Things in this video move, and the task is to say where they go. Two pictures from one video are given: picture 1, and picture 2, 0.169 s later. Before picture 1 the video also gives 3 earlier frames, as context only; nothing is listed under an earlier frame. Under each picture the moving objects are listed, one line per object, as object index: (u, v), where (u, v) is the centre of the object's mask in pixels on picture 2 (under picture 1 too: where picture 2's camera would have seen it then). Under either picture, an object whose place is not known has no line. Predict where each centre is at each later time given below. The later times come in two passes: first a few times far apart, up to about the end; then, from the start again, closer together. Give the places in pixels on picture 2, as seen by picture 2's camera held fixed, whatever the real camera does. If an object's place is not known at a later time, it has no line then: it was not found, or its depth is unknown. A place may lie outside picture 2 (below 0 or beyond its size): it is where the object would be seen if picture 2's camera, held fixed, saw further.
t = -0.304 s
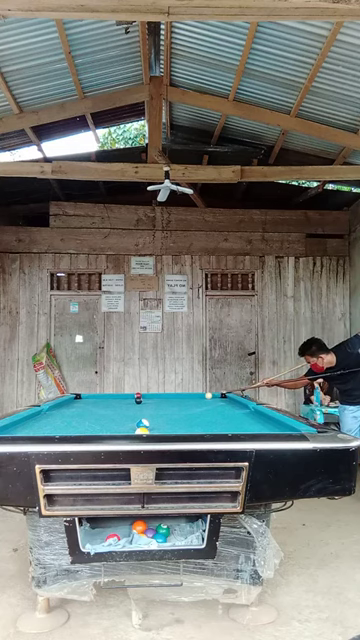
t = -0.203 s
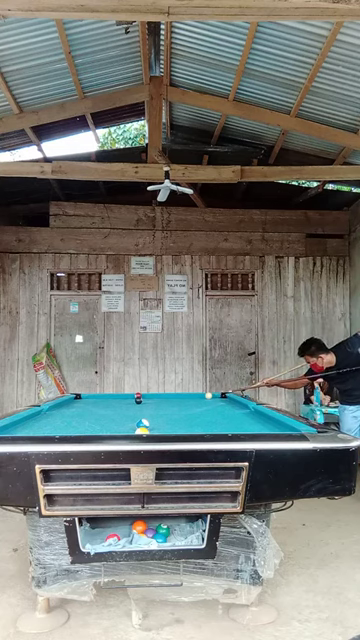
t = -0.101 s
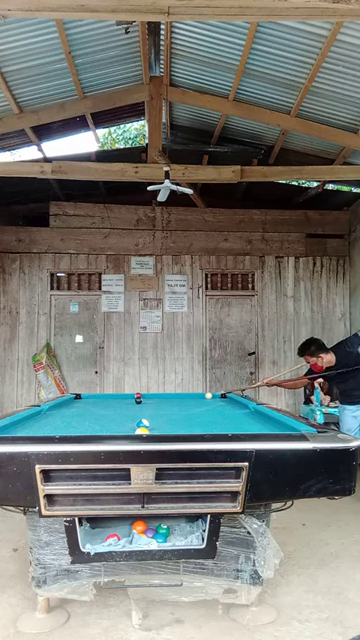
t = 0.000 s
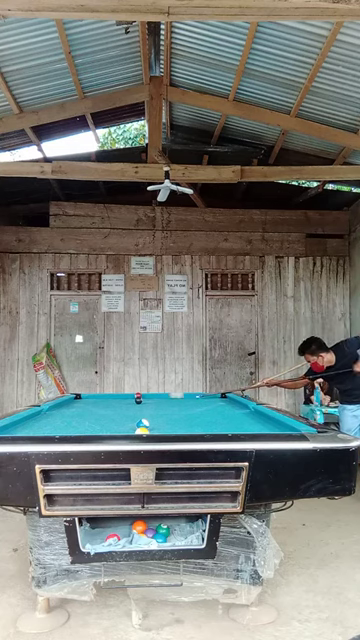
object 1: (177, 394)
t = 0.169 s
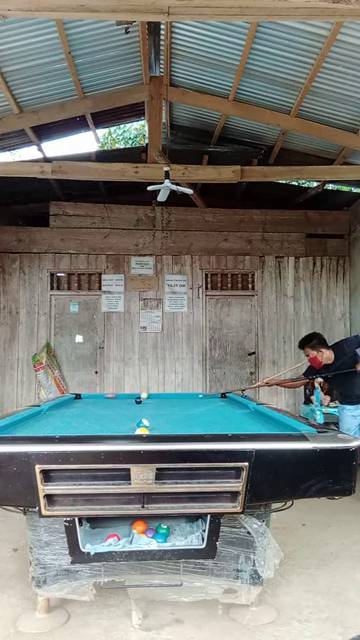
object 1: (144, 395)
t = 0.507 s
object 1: (120, 395)
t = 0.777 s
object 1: (97, 396)
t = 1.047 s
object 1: (80, 396)
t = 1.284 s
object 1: (89, 397)
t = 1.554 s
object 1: (99, 397)
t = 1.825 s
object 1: (109, 397)
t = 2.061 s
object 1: (117, 398)
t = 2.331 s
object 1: (126, 398)
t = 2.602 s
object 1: (133, 398)
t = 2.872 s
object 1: (144, 398)
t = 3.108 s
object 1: (150, 399)
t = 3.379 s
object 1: (157, 399)
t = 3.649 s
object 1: (164, 400)
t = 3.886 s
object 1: (170, 400)
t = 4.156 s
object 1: (175, 400)
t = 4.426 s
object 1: (180, 400)
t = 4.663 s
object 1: (184, 400)
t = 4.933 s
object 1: (188, 400)
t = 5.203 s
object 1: (192, 401)
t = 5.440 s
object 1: (194, 401)
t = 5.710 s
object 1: (196, 401)
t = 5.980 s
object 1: (197, 401)
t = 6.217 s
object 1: (198, 401)
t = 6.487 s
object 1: (198, 401)
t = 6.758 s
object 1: (198, 401)
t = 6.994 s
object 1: (198, 401)
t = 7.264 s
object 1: (198, 401)
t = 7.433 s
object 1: (198, 401)
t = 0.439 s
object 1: (126, 396)
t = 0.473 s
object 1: (123, 395)
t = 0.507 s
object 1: (120, 395)
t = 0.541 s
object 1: (117, 395)
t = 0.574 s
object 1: (114, 395)
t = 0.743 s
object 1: (100, 395)
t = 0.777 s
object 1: (97, 396)
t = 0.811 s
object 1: (94, 396)
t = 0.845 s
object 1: (91, 396)
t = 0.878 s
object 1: (88, 396)
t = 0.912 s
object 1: (85, 396)
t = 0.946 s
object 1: (82, 396)
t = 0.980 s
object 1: (79, 396)
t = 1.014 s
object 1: (79, 396)
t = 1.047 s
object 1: (80, 396)
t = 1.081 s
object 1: (81, 396)
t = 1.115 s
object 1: (83, 396)
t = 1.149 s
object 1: (84, 396)
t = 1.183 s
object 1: (85, 396)
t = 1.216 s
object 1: (86, 396)
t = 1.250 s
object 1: (88, 396)
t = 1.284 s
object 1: (89, 397)
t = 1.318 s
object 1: (91, 397)
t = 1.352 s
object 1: (92, 397)
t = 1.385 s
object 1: (93, 397)
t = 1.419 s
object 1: (94, 397)
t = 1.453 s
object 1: (96, 396)
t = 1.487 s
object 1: (97, 396)
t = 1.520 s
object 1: (98, 397)
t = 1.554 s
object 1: (99, 397)
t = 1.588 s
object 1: (101, 397)
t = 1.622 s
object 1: (102, 396)
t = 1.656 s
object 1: (103, 397)
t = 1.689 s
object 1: (104, 397)
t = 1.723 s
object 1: (106, 397)
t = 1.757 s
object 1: (107, 397)
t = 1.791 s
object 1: (108, 397)
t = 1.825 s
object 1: (109, 397)
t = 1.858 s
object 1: (110, 397)
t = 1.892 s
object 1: (111, 397)
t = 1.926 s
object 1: (112, 397)
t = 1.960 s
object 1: (114, 397)
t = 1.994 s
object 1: (115, 397)
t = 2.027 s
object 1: (116, 397)
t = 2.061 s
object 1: (117, 398)
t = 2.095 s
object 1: (118, 398)
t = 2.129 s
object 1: (120, 398)
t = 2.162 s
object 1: (121, 398)
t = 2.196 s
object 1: (122, 398)
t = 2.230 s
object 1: (123, 398)
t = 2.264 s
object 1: (124, 398)
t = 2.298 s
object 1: (125, 398)
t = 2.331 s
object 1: (126, 398)
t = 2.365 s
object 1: (127, 398)
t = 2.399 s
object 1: (128, 398)
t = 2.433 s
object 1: (129, 398)
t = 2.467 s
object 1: (130, 398)
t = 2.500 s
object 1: (131, 398)
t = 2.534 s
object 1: (132, 398)
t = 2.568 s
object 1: (132, 398)
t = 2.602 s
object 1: (133, 398)
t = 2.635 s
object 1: (134, 397)
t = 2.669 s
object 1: (136, 397)
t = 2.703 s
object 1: (137, 396)
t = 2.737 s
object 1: (140, 397)
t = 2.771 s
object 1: (142, 397)
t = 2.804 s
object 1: (143, 398)
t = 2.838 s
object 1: (143, 398)
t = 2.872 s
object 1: (144, 398)
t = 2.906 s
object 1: (144, 399)
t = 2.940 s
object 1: (145, 399)
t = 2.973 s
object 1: (146, 399)
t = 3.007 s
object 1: (147, 399)
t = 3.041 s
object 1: (148, 399)
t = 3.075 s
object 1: (149, 399)
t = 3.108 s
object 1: (150, 399)
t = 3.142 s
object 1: (151, 399)
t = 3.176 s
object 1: (152, 399)
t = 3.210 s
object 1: (153, 399)
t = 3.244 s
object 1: (154, 399)
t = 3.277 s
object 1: (155, 399)
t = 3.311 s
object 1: (156, 399)
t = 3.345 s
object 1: (157, 399)
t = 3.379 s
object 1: (157, 399)
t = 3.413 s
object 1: (158, 399)
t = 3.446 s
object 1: (159, 399)
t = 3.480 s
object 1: (160, 399)
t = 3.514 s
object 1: (161, 399)
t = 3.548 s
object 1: (162, 399)
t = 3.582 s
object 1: (163, 399)
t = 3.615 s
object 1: (164, 399)
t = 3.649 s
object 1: (164, 400)
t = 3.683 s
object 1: (165, 399)
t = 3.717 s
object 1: (166, 399)
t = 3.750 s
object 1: (167, 400)
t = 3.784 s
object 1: (167, 400)
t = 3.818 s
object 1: (168, 400)
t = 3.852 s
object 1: (169, 400)
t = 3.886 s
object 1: (170, 400)
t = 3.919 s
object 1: (170, 400)
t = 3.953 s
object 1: (171, 400)
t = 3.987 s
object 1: (172, 400)
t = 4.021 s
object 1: (173, 400)
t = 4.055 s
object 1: (173, 400)
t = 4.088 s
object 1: (174, 400)
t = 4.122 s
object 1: (175, 400)
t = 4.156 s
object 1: (175, 400)
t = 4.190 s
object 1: (176, 400)
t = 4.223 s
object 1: (176, 400)
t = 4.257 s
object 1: (177, 400)
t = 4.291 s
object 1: (178, 400)
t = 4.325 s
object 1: (179, 400)
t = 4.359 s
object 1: (179, 400)
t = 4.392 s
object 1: (180, 400)
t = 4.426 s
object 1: (180, 400)
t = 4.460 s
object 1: (181, 400)
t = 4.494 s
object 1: (182, 400)
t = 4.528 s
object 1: (182, 400)
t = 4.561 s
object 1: (183, 400)
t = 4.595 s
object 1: (183, 400)
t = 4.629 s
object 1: (184, 400)
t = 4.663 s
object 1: (184, 400)
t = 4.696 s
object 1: (185, 400)
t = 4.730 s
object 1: (185, 400)
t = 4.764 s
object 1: (186, 400)
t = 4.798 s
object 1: (186, 400)
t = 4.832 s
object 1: (187, 400)
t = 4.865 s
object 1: (187, 400)
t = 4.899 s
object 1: (188, 400)
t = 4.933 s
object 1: (188, 400)
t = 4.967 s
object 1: (189, 400)
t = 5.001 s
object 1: (189, 401)
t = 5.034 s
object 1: (190, 401)
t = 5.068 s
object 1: (190, 400)
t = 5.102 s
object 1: (190, 400)
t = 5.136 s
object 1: (191, 401)
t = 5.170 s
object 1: (191, 401)
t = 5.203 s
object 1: (192, 401)
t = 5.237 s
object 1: (192, 401)
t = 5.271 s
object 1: (192, 401)
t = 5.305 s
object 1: (192, 401)
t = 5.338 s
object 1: (193, 401)
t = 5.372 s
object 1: (193, 401)
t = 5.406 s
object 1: (194, 400)
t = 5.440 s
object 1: (194, 401)
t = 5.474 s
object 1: (194, 401)
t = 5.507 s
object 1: (195, 401)
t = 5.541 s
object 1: (195, 401)
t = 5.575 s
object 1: (195, 401)
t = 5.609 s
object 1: (195, 401)
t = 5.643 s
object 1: (196, 401)
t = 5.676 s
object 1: (196, 401)
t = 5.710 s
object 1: (196, 401)
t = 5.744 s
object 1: (196, 401)
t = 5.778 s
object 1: (196, 401)
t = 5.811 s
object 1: (197, 401)
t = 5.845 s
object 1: (197, 401)
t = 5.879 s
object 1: (197, 401)
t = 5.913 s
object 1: (197, 401)
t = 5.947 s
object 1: (197, 401)
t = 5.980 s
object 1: (197, 401)
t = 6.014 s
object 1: (197, 401)
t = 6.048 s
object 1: (197, 401)
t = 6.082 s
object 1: (197, 401)
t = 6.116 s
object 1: (198, 401)
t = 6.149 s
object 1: (198, 401)
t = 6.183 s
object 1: (198, 401)
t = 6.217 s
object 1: (198, 401)
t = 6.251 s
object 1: (198, 401)
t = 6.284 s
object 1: (198, 401)
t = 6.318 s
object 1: (198, 401)
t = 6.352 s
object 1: (198, 401)
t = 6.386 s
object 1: (198, 401)
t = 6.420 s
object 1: (198, 401)
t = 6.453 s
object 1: (198, 401)
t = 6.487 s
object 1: (198, 401)
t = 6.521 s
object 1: (198, 401)
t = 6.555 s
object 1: (198, 401)
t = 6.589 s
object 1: (198, 401)
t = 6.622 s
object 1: (198, 401)
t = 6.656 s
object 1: (198, 401)
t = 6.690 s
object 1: (198, 401)
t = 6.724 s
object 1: (198, 401)
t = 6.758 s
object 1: (198, 401)
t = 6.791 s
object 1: (198, 401)
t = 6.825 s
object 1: (198, 401)
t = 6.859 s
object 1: (198, 401)
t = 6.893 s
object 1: (198, 401)
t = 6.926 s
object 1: (198, 401)
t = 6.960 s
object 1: (198, 401)
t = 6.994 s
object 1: (198, 401)
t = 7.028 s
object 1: (198, 401)
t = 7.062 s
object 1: (198, 401)
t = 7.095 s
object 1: (198, 401)
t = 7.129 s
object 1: (198, 401)
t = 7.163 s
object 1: (198, 401)
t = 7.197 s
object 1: (198, 401)
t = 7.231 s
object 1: (198, 401)
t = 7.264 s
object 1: (198, 401)
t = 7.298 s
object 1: (198, 401)
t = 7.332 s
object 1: (198, 401)
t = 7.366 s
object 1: (198, 401)
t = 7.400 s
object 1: (198, 401)
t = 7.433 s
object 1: (198, 401)
